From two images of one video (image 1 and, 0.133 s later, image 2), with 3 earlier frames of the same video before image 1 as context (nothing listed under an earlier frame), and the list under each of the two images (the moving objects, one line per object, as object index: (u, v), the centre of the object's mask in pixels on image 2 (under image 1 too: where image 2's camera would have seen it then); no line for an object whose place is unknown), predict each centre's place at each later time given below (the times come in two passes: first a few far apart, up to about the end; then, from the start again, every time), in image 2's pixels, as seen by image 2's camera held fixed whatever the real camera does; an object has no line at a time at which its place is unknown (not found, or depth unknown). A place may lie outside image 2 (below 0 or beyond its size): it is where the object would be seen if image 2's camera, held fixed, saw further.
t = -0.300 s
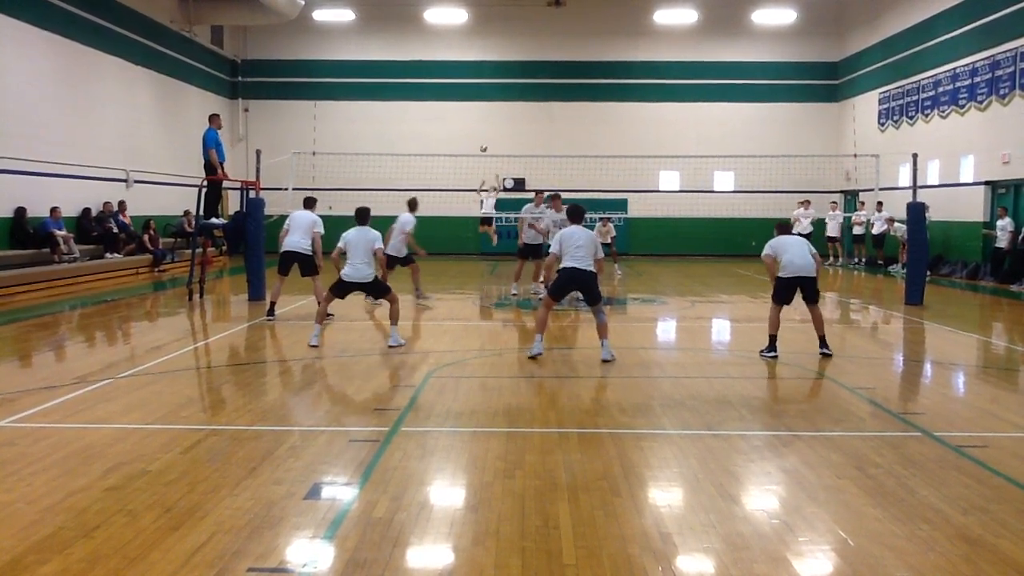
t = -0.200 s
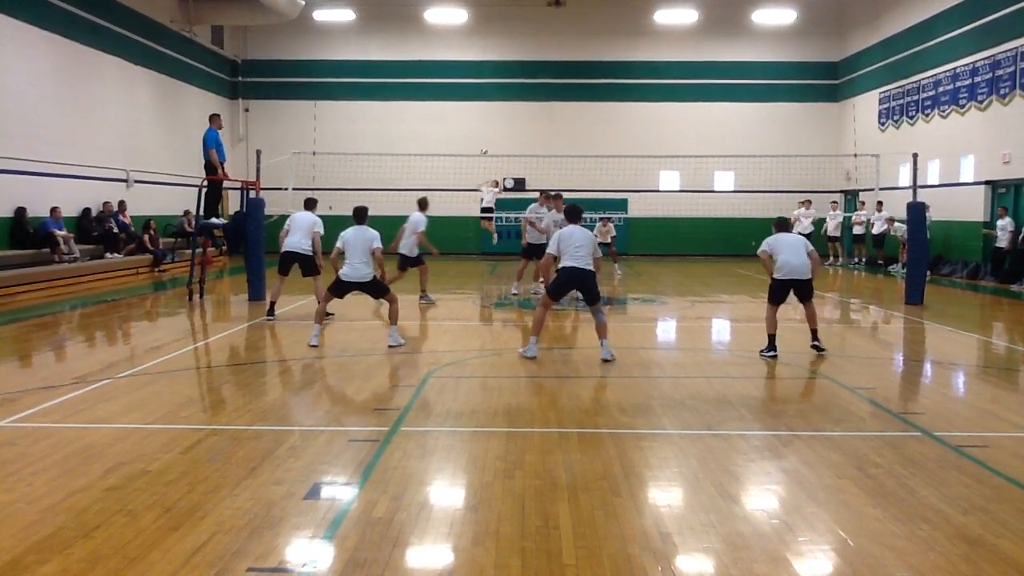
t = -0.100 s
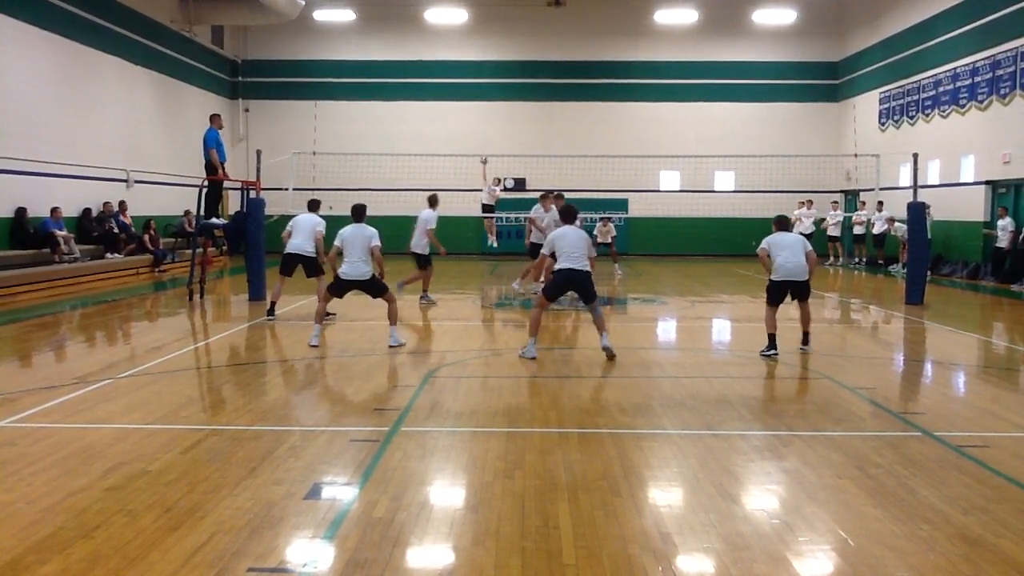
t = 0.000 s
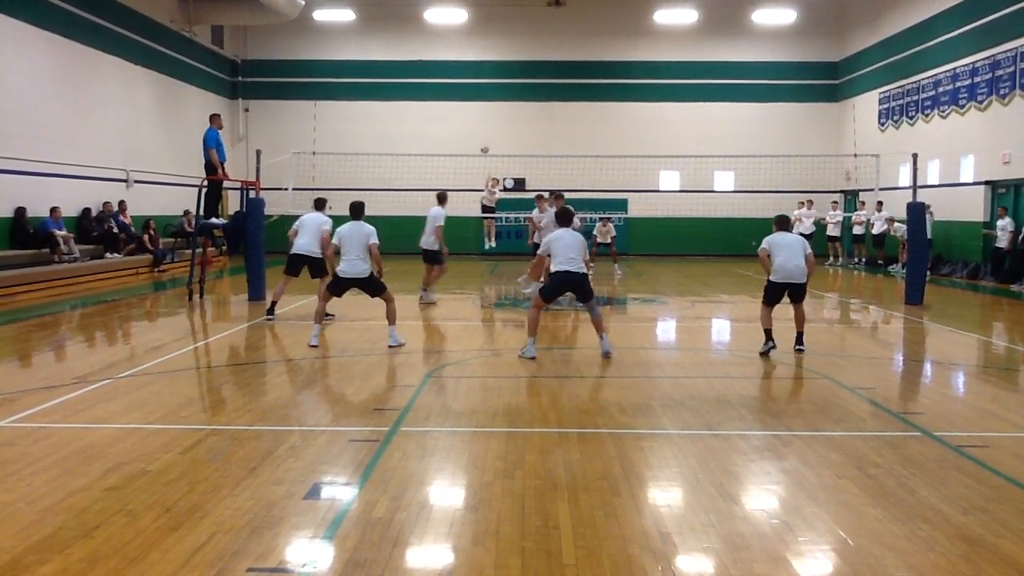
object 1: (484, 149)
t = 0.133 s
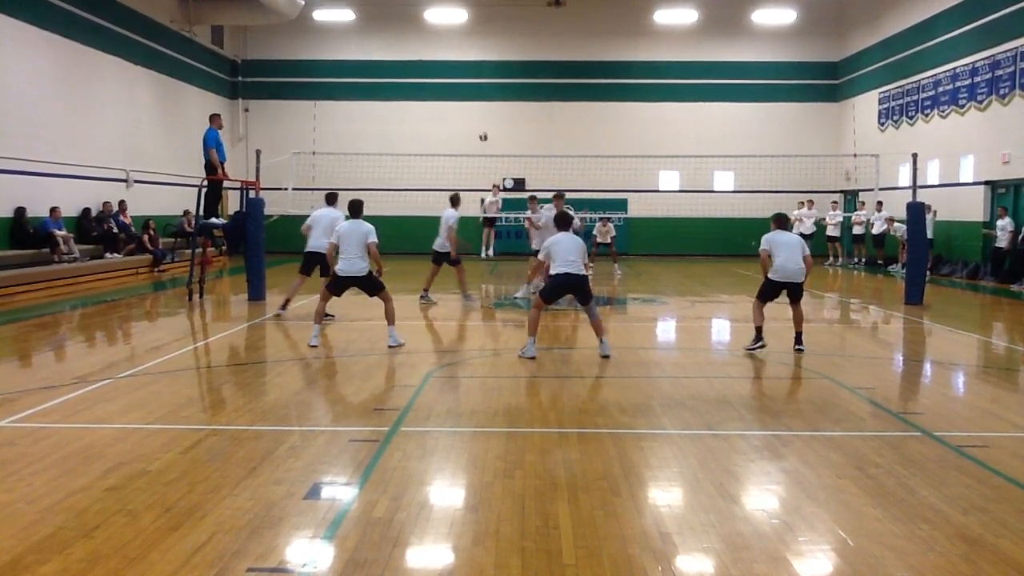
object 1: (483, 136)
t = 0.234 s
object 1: (482, 130)
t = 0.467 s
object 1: (476, 132)
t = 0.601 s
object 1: (469, 152)
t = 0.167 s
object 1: (483, 133)
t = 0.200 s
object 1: (483, 132)
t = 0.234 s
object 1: (482, 130)
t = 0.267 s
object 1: (482, 127)
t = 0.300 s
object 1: (482, 128)
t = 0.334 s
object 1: (481, 127)
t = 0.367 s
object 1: (480, 127)
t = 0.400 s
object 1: (479, 128)
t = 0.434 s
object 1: (477, 130)
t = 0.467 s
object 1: (476, 132)
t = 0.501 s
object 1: (475, 135)
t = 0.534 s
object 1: (473, 140)
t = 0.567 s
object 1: (471, 145)
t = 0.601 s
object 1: (469, 152)
